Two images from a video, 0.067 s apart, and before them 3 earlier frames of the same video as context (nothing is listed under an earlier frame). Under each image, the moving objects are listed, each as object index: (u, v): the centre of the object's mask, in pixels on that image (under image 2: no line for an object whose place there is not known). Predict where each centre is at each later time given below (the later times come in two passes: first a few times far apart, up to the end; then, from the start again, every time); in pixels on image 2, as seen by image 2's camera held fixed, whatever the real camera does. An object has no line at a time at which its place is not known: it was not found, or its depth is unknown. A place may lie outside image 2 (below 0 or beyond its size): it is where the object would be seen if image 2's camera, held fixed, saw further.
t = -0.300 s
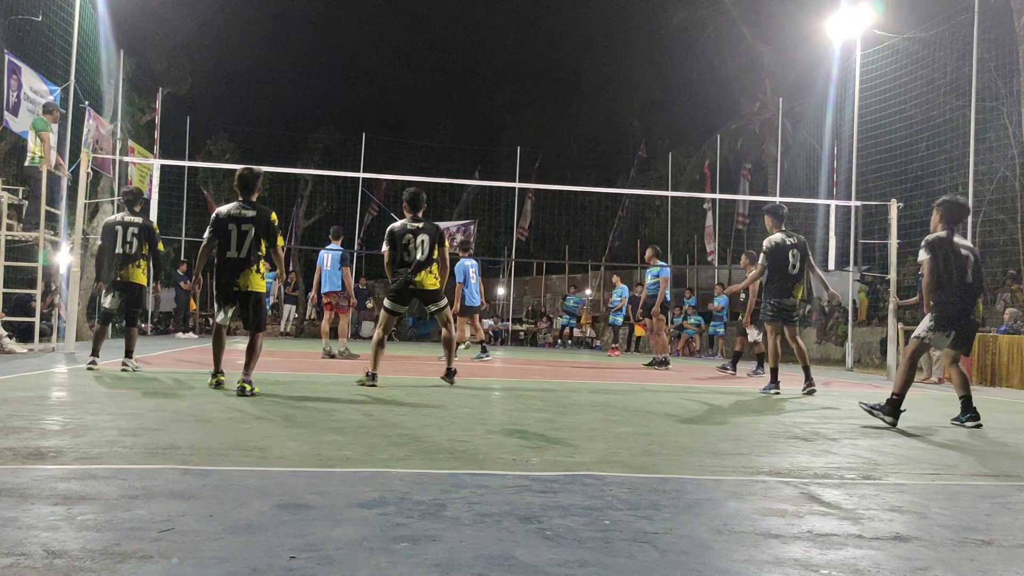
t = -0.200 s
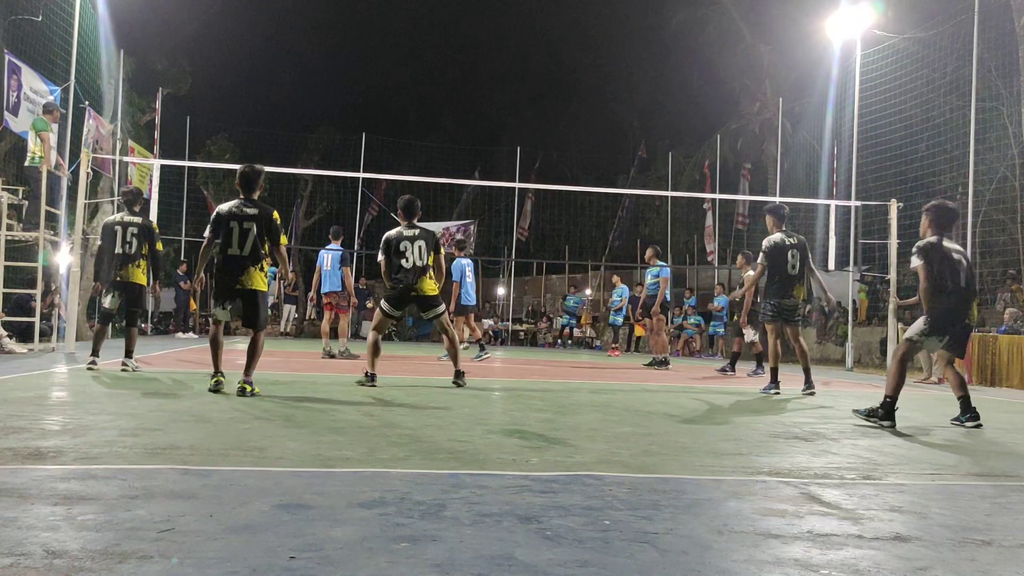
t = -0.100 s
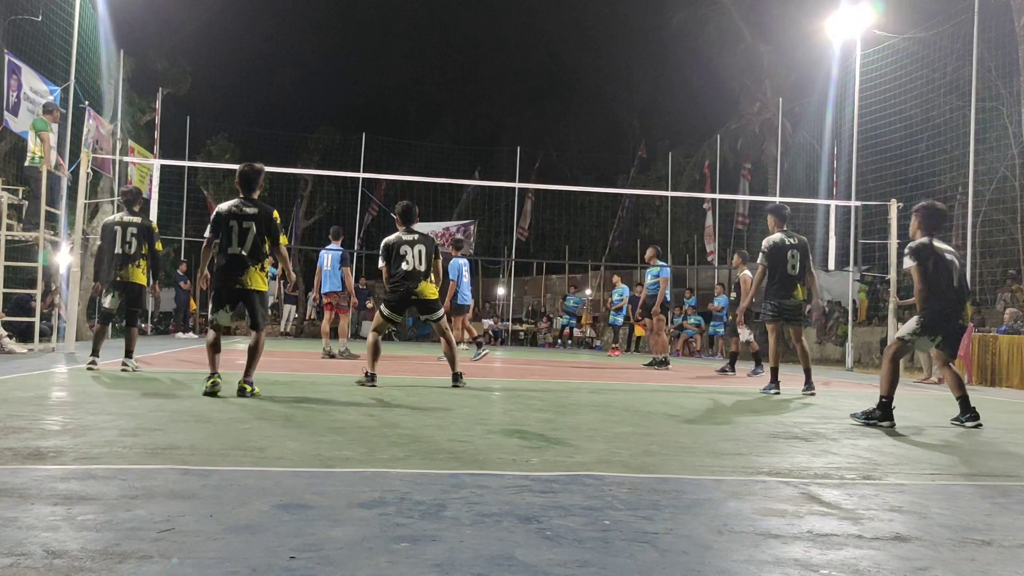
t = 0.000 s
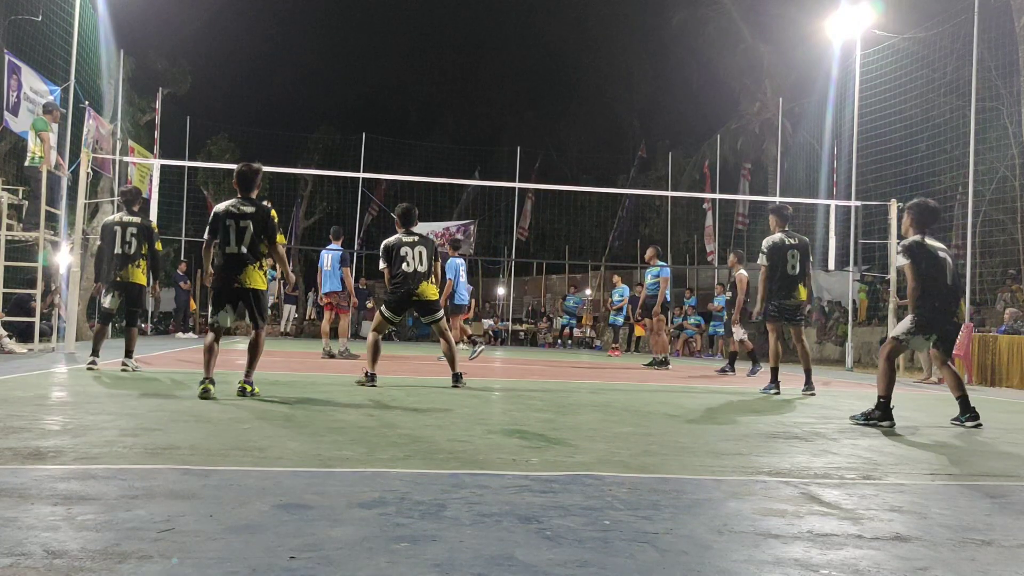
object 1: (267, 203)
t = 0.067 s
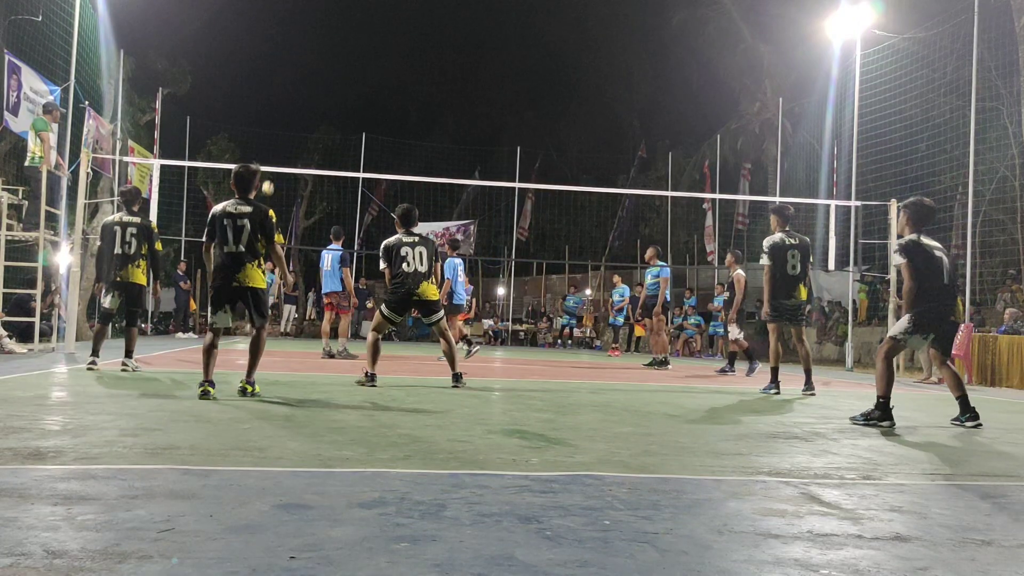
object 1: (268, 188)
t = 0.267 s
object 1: (275, 136)
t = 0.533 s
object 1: (286, 83)
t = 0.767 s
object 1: (302, 67)
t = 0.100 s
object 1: (269, 178)
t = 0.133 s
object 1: (270, 169)
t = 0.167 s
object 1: (271, 159)
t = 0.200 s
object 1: (273, 151)
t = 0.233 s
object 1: (274, 143)
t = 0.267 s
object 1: (275, 136)
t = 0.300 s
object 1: (276, 128)
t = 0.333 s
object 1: (278, 120)
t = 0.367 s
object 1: (279, 113)
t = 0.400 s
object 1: (281, 106)
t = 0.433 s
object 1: (282, 99)
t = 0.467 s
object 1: (284, 94)
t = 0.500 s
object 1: (285, 88)
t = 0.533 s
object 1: (286, 83)
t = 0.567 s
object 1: (288, 78)
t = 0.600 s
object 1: (290, 75)
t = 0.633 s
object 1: (291, 71)
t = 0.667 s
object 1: (293, 69)
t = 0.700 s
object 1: (296, 67)
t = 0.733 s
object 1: (299, 67)
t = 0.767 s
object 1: (302, 67)
